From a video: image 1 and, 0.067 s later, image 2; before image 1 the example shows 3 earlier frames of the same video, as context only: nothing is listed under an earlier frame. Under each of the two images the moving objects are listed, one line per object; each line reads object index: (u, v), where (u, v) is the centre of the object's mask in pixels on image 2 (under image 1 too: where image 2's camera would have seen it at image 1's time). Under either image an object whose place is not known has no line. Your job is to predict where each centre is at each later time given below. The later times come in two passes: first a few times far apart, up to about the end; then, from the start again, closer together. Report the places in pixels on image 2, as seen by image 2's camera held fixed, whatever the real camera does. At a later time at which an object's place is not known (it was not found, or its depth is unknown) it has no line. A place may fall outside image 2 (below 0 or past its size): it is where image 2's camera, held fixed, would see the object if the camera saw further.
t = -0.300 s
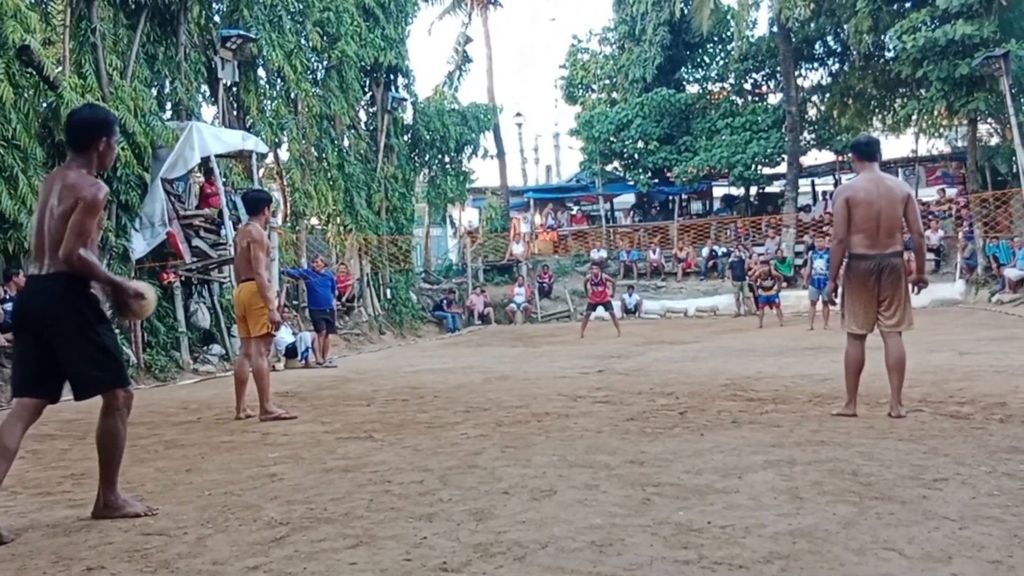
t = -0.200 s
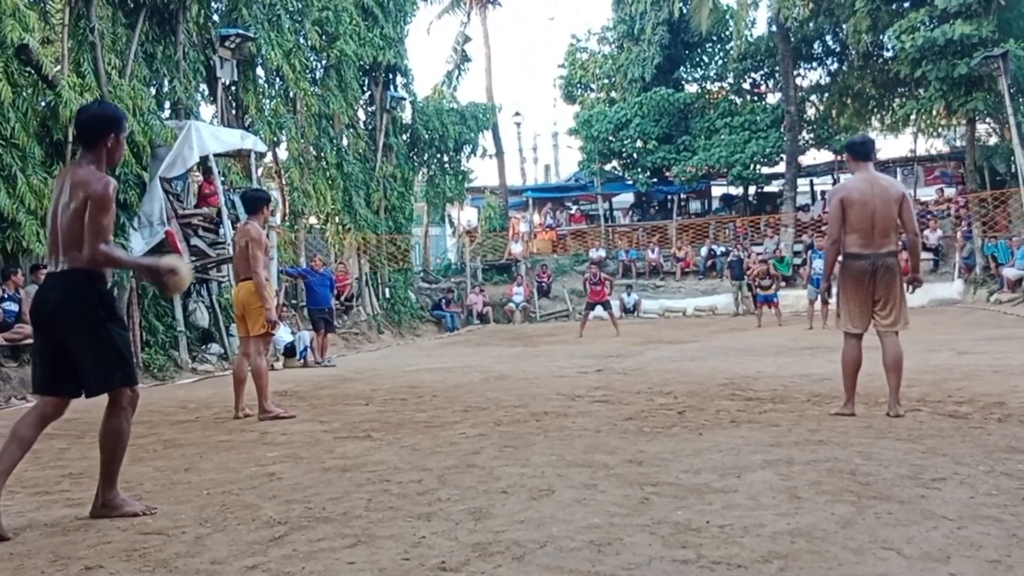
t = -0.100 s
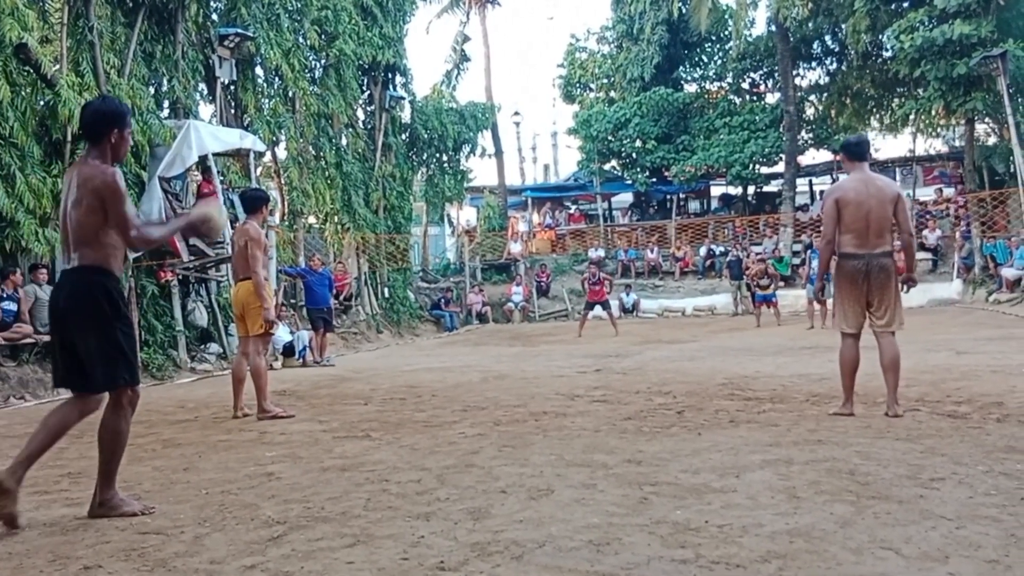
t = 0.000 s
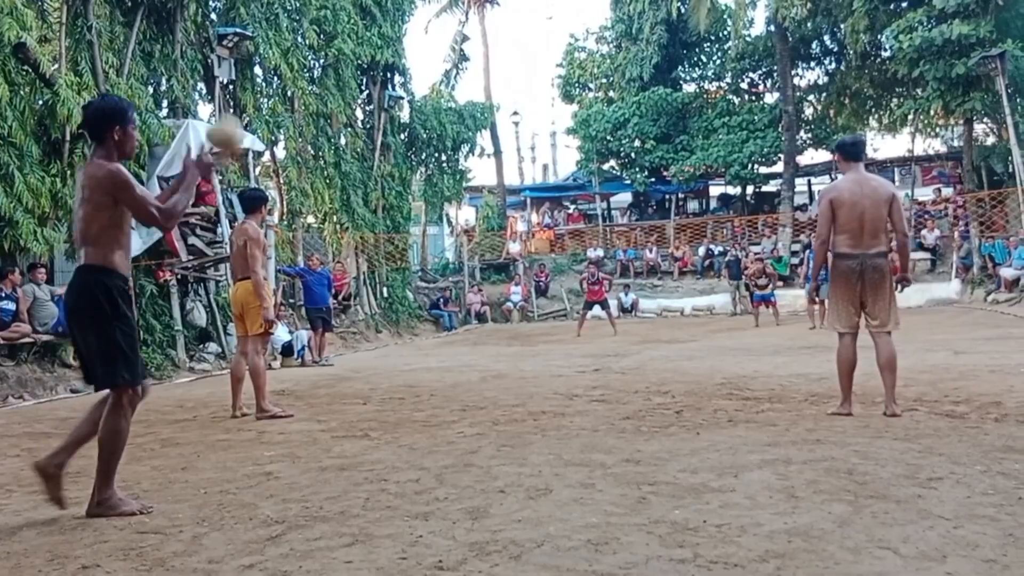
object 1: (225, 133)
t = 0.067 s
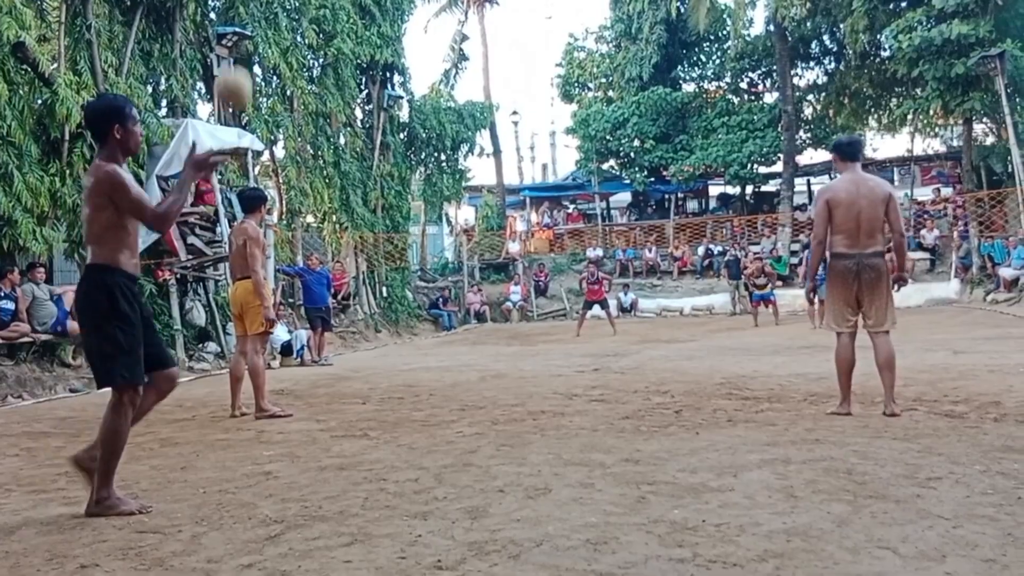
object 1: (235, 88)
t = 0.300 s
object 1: (268, 10)
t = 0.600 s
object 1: (320, 82)
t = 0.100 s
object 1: (239, 67)
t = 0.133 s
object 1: (242, 50)
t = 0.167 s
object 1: (248, 36)
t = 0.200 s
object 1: (252, 22)
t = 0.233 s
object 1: (256, 16)
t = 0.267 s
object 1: (263, 12)
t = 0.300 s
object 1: (268, 10)
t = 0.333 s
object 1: (273, 9)
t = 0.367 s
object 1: (278, 10)
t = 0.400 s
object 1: (284, 11)
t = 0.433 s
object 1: (289, 14)
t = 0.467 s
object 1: (295, 20)
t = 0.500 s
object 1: (301, 30)
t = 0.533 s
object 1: (306, 44)
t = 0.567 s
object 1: (313, 62)
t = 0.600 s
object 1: (320, 82)
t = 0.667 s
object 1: (331, 127)
